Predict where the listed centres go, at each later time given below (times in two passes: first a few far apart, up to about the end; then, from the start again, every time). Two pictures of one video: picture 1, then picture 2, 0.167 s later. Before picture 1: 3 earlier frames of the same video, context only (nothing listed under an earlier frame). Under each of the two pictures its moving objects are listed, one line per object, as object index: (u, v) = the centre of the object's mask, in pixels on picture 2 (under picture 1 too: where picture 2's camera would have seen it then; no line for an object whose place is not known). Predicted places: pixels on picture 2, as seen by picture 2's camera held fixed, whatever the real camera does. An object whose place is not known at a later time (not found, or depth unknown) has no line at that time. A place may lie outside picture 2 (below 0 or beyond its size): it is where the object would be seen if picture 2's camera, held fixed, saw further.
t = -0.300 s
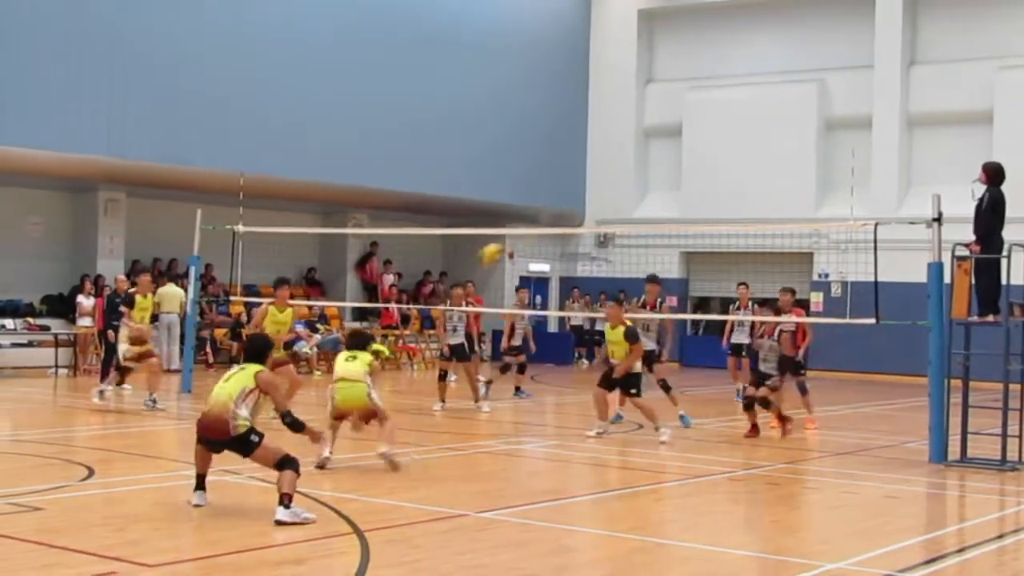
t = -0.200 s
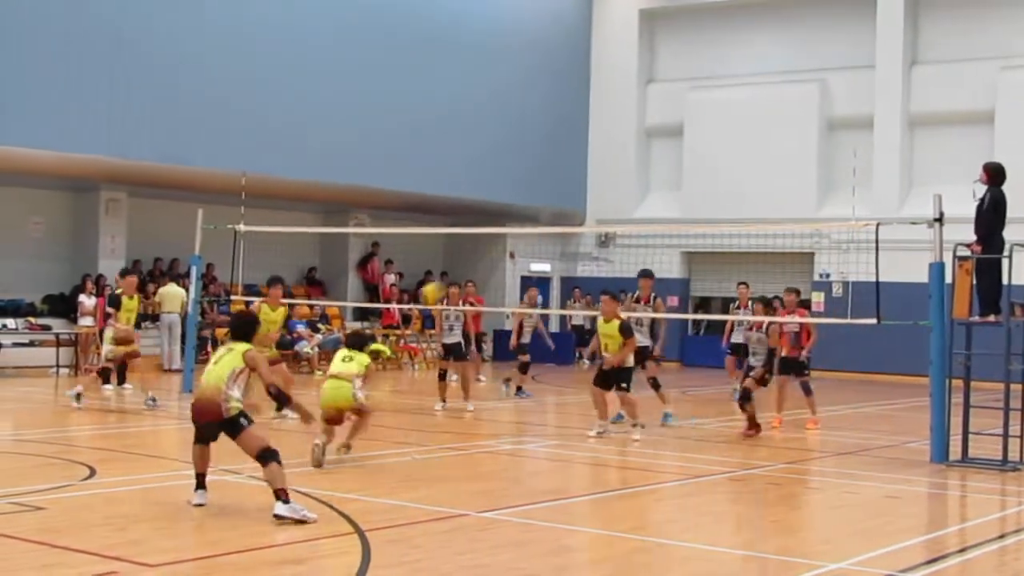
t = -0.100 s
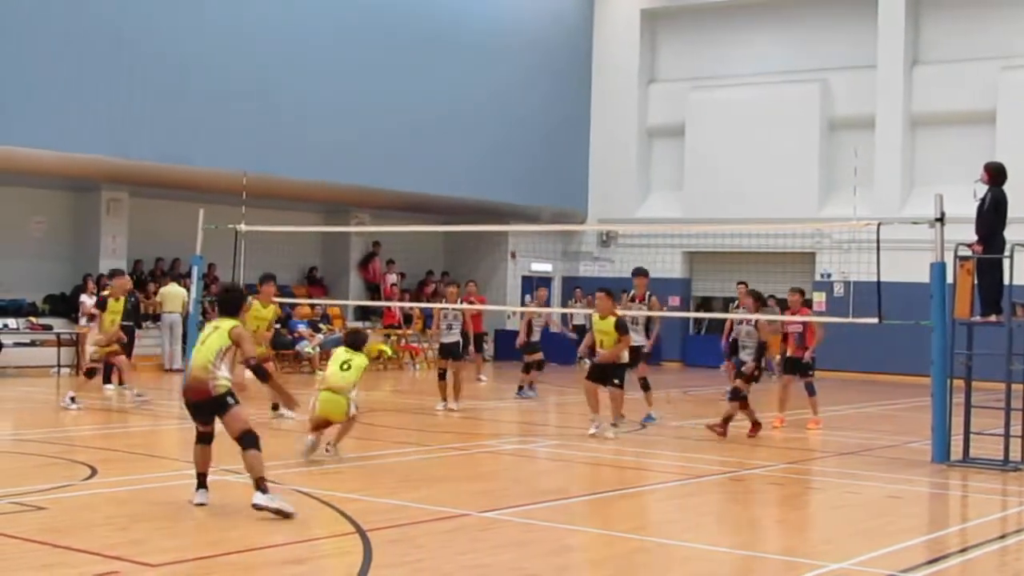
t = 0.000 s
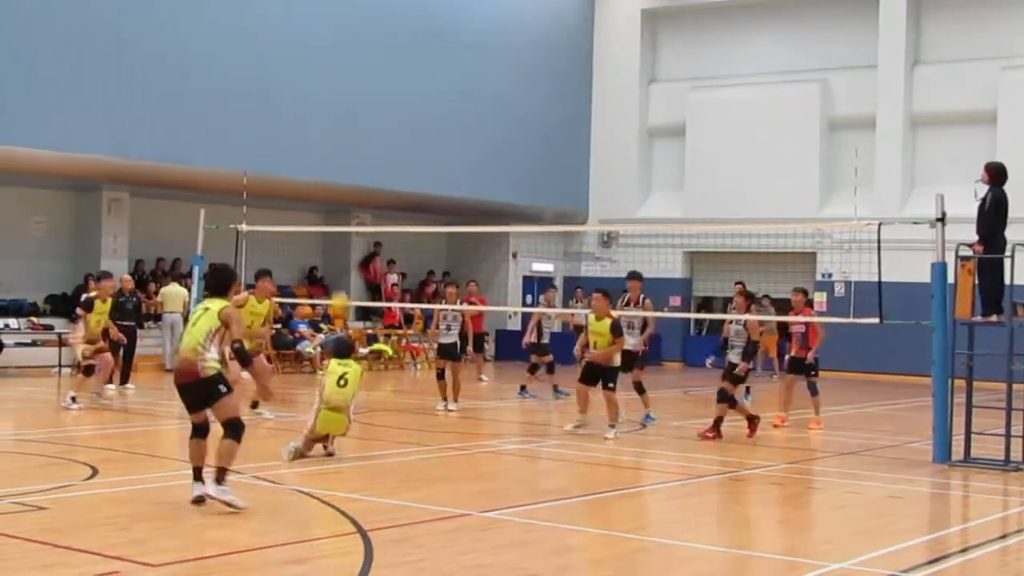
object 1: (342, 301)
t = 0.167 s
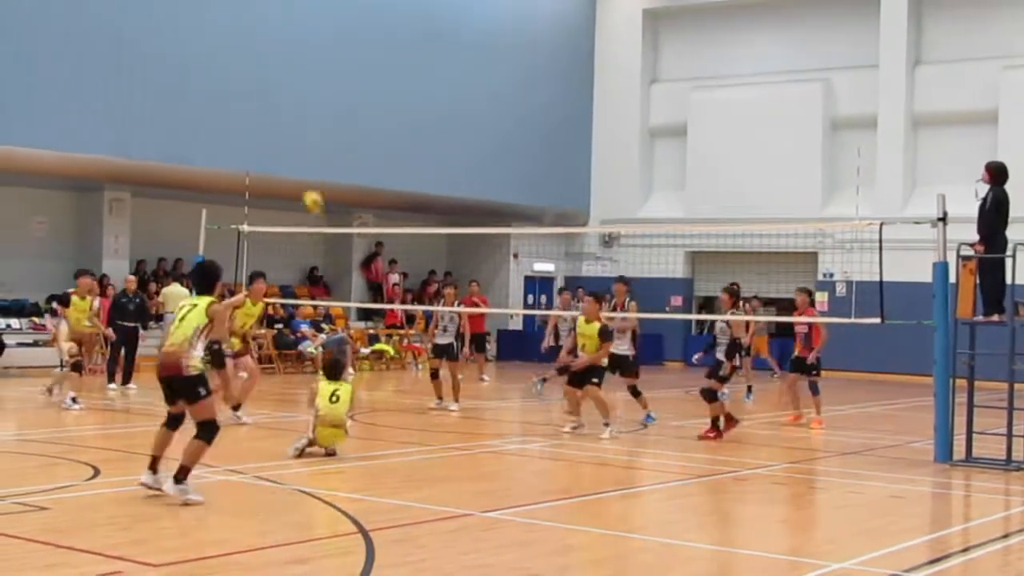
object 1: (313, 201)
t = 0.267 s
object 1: (294, 157)
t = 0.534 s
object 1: (248, 92)
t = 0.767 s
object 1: (209, 91)
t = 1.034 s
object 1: (165, 146)
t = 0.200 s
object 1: (307, 187)
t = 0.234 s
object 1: (300, 171)
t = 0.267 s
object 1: (294, 157)
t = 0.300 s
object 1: (290, 145)
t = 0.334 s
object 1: (283, 134)
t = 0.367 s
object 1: (277, 124)
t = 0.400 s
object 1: (270, 116)
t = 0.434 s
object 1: (266, 109)
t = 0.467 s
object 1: (260, 101)
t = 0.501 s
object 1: (254, 97)
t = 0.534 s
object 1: (248, 92)
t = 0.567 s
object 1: (242, 89)
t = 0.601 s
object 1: (236, 87)
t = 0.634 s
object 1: (230, 86)
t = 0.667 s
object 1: (225, 86)
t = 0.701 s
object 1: (219, 86)
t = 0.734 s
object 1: (214, 89)
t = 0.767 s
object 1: (209, 91)
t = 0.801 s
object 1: (203, 94)
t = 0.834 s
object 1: (197, 99)
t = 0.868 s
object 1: (192, 105)
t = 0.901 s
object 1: (186, 111)
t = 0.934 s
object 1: (180, 118)
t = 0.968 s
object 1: (176, 126)
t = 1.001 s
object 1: (171, 136)
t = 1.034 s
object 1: (165, 146)
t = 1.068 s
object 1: (161, 155)
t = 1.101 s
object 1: (156, 167)
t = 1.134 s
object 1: (150, 180)
